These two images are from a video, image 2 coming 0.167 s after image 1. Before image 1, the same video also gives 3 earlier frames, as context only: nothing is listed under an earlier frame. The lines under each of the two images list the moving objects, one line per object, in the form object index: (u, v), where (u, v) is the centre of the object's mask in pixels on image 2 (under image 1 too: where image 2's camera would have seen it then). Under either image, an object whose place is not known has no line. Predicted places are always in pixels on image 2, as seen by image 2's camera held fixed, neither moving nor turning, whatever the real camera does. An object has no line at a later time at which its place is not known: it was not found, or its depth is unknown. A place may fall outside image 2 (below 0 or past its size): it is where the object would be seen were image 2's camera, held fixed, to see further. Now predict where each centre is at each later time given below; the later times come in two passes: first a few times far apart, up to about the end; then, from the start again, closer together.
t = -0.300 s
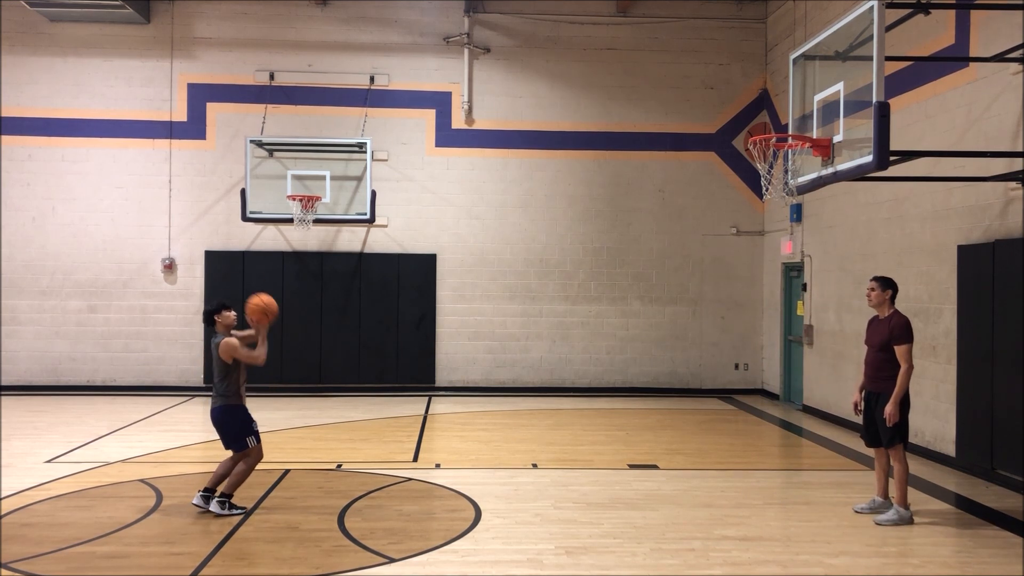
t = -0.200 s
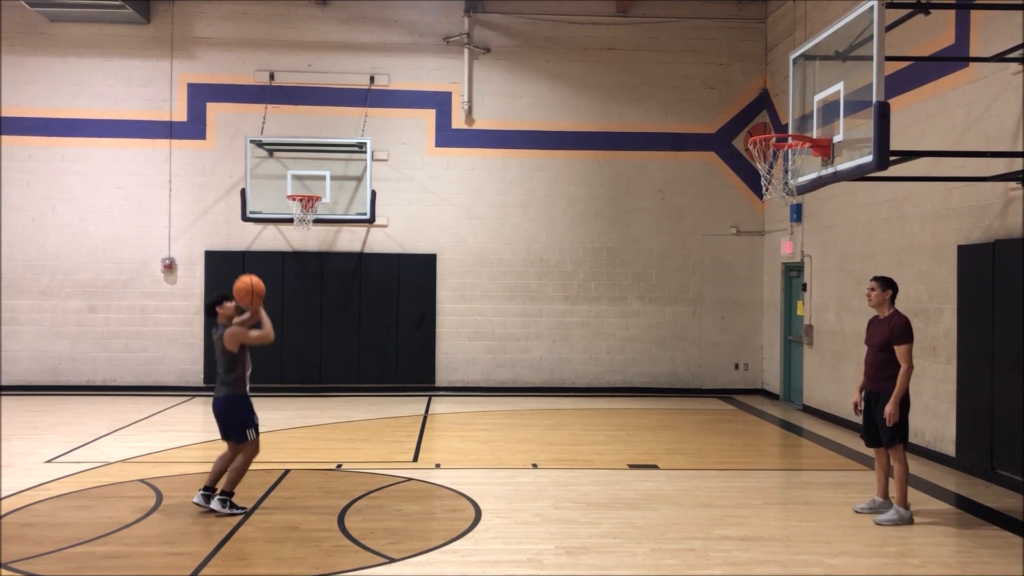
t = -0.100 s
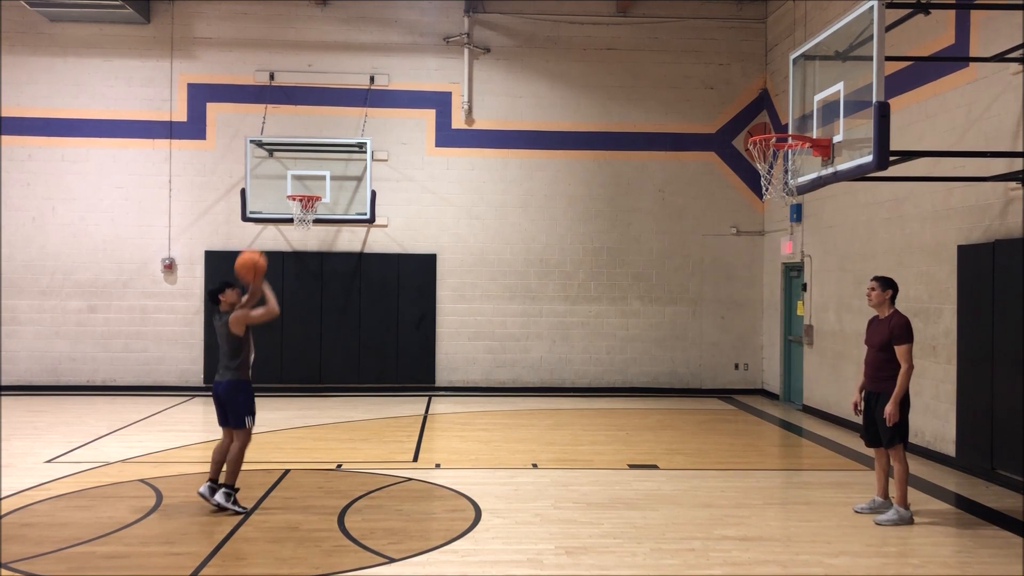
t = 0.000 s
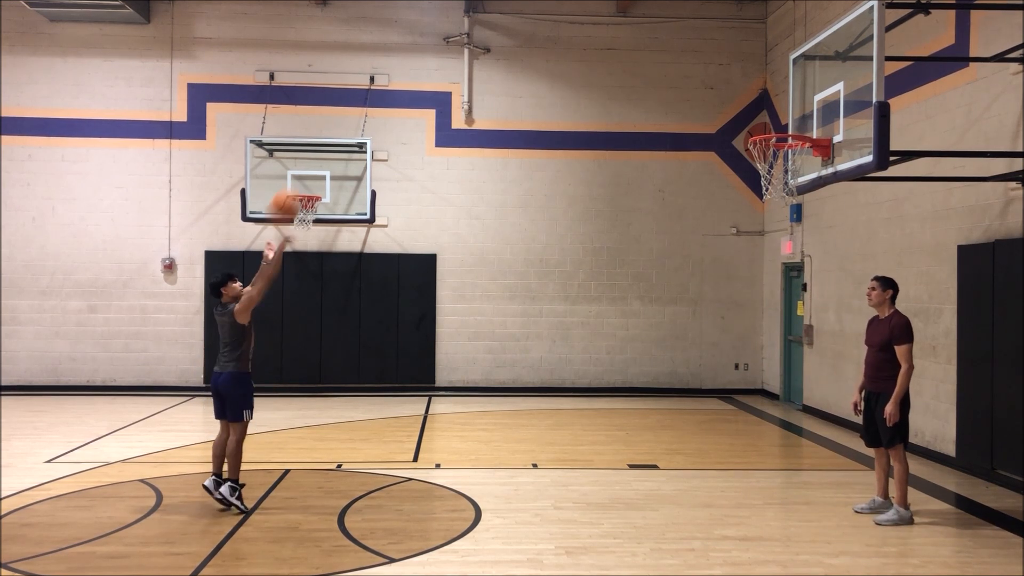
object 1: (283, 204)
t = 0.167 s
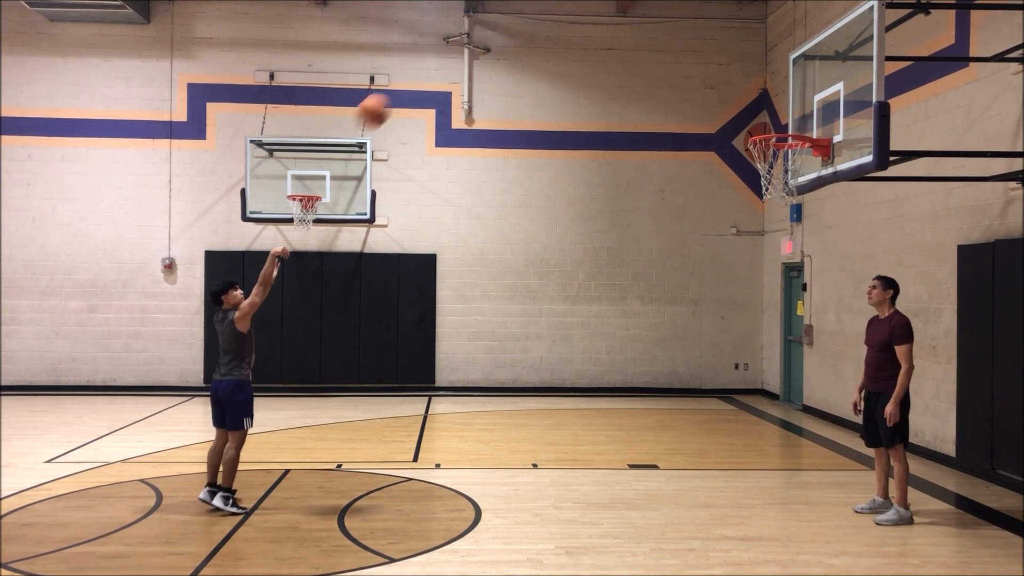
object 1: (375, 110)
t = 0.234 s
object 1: (408, 83)
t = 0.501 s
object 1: (541, 25)
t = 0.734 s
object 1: (655, 43)
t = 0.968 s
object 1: (763, 123)
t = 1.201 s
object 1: (795, 202)
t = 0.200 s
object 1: (390, 96)
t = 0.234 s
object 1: (408, 83)
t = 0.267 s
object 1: (425, 70)
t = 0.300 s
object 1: (442, 60)
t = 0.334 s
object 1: (459, 51)
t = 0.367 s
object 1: (476, 43)
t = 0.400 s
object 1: (491, 37)
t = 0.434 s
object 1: (509, 31)
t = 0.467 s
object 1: (525, 27)
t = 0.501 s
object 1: (541, 25)
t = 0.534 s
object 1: (557, 24)
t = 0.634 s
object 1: (606, 27)
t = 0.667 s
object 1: (622, 31)
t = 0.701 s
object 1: (639, 36)
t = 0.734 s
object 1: (655, 43)
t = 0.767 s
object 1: (671, 51)
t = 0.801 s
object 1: (686, 60)
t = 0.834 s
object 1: (702, 71)
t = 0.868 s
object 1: (718, 83)
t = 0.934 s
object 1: (748, 109)
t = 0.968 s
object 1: (763, 123)
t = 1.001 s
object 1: (780, 141)
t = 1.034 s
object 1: (797, 160)
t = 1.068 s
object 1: (805, 170)
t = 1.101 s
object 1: (809, 176)
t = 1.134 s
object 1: (804, 183)
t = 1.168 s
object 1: (800, 192)
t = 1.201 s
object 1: (795, 202)
